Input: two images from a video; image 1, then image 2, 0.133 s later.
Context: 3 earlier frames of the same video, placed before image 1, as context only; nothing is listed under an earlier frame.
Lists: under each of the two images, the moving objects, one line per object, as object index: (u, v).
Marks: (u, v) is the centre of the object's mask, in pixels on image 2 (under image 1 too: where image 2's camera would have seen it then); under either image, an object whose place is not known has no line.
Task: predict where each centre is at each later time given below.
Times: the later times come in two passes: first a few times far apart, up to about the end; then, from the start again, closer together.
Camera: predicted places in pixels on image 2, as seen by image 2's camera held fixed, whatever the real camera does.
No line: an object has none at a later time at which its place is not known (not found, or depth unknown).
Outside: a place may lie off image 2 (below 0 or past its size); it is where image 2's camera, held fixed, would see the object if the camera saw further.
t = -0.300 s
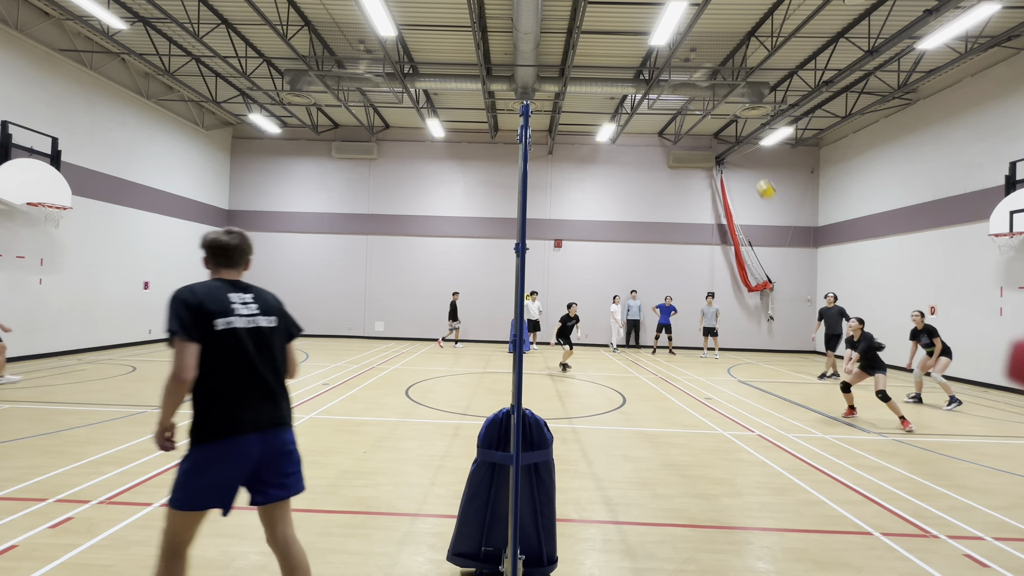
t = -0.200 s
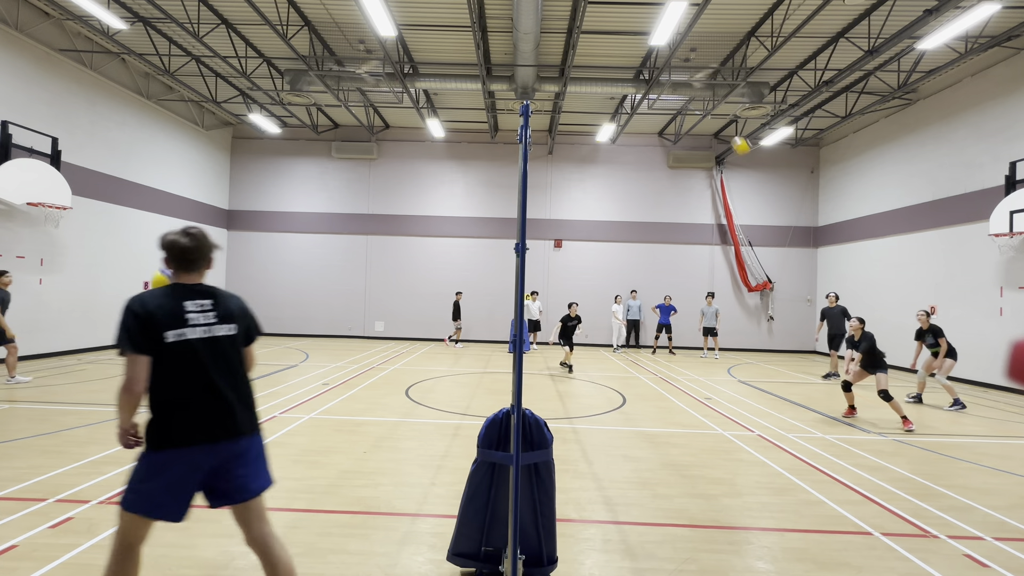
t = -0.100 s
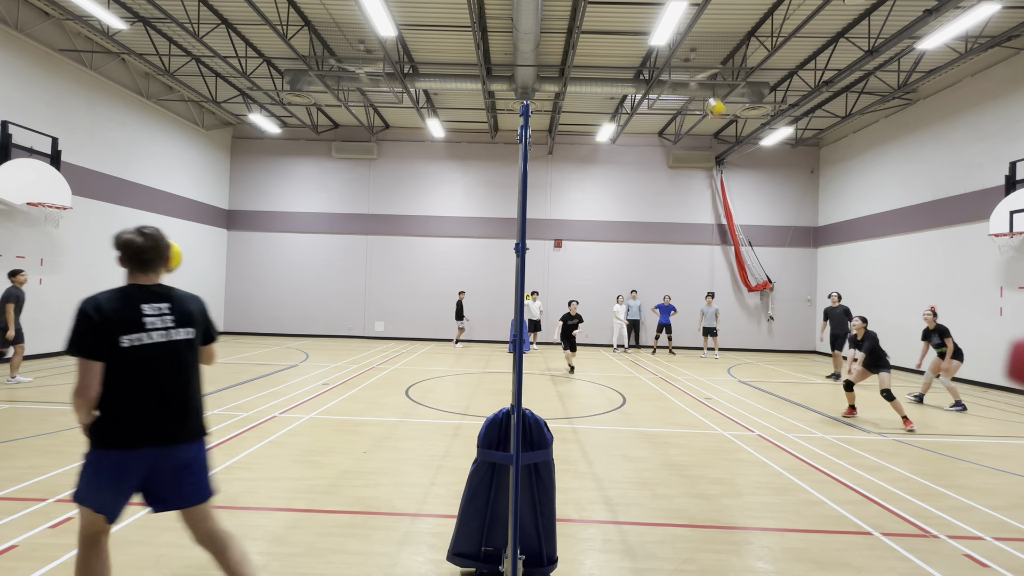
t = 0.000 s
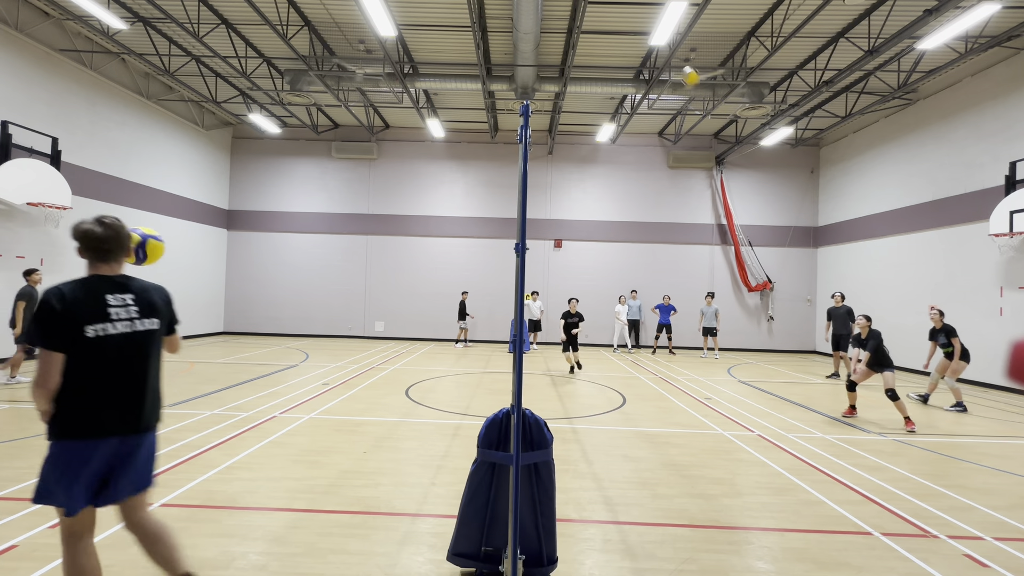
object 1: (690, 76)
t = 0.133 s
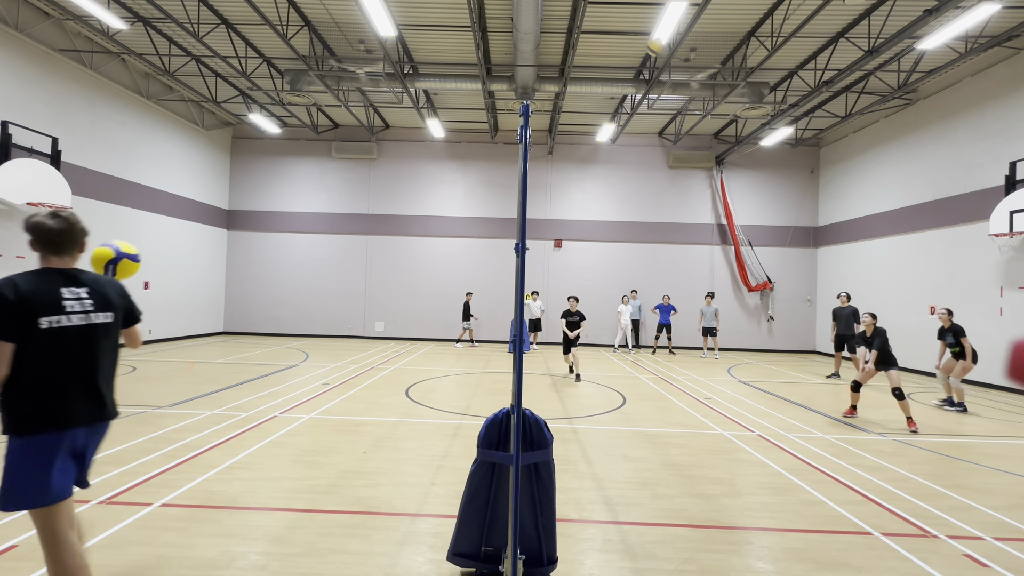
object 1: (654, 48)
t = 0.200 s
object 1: (637, 35)
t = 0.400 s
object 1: (579, 23)
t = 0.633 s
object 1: (508, 50)
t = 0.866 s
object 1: (427, 126)
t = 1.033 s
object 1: (368, 214)
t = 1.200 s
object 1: (304, 327)
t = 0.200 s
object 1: (637, 35)
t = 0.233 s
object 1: (628, 31)
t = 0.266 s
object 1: (619, 28)
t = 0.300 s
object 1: (610, 25)
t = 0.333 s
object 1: (600, 24)
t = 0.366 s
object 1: (590, 23)
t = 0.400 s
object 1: (579, 23)
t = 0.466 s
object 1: (560, 26)
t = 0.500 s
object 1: (550, 28)
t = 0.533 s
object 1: (540, 33)
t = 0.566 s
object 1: (529, 38)
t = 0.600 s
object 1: (518, 43)
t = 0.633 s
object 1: (508, 50)
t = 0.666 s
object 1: (496, 59)
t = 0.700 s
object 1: (486, 67)
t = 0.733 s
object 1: (475, 76)
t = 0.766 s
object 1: (463, 86)
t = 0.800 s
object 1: (452, 98)
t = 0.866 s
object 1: (427, 126)
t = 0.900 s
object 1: (417, 140)
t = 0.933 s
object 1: (405, 157)
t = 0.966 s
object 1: (392, 174)
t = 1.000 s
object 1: (381, 192)
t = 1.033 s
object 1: (368, 214)
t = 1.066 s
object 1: (356, 232)
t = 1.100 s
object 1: (342, 255)
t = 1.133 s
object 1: (330, 278)
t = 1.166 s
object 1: (316, 302)
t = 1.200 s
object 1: (304, 327)
